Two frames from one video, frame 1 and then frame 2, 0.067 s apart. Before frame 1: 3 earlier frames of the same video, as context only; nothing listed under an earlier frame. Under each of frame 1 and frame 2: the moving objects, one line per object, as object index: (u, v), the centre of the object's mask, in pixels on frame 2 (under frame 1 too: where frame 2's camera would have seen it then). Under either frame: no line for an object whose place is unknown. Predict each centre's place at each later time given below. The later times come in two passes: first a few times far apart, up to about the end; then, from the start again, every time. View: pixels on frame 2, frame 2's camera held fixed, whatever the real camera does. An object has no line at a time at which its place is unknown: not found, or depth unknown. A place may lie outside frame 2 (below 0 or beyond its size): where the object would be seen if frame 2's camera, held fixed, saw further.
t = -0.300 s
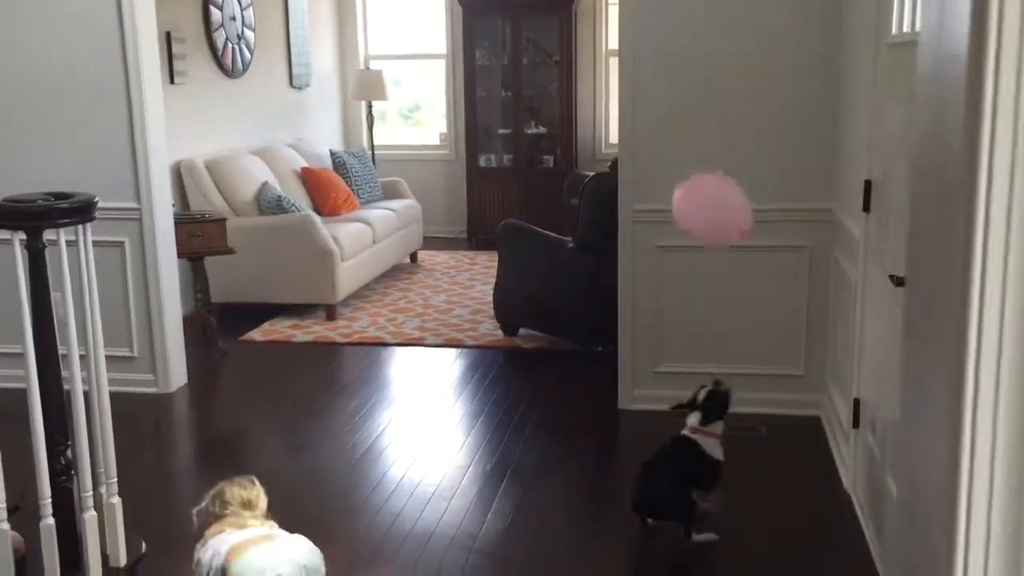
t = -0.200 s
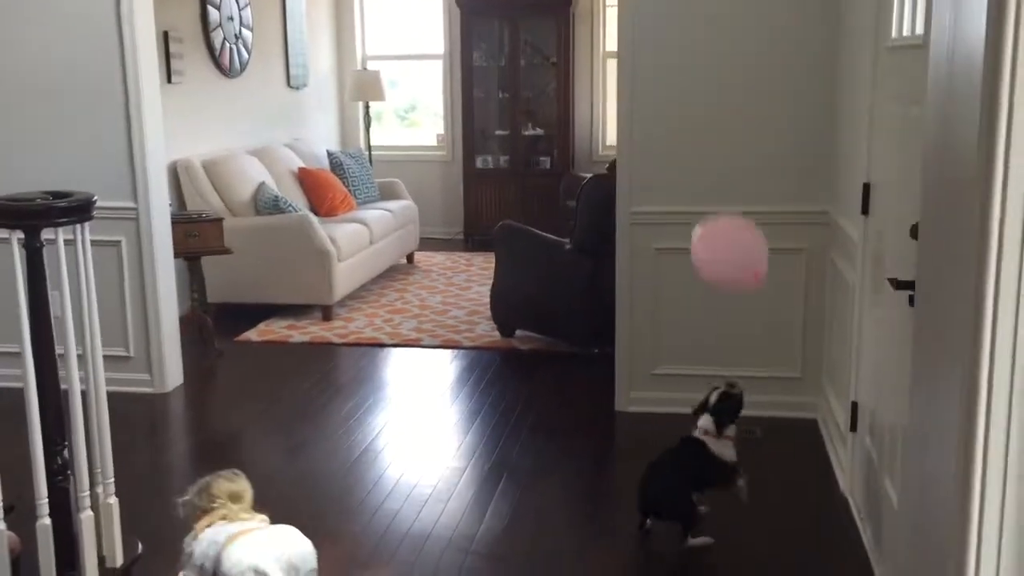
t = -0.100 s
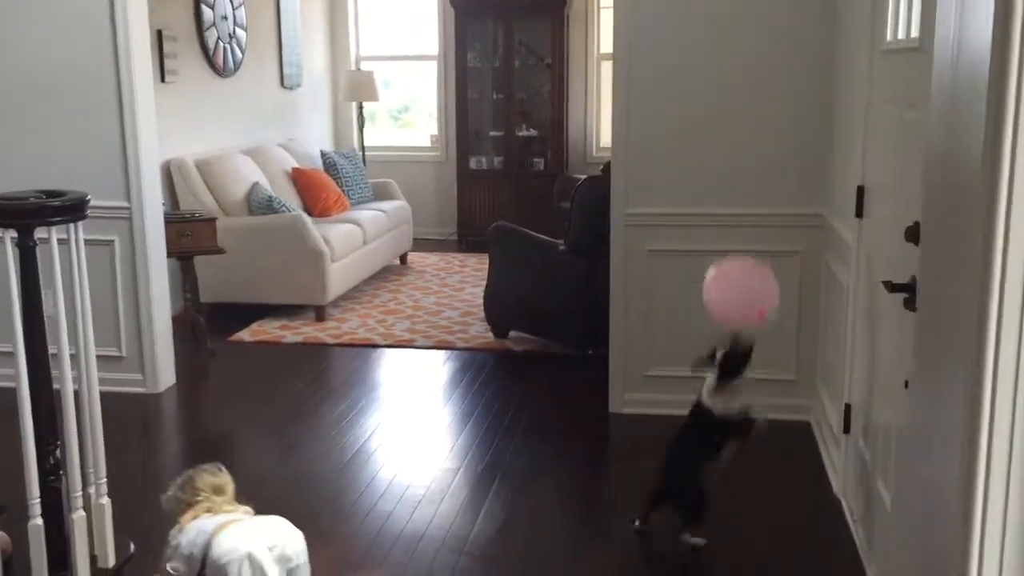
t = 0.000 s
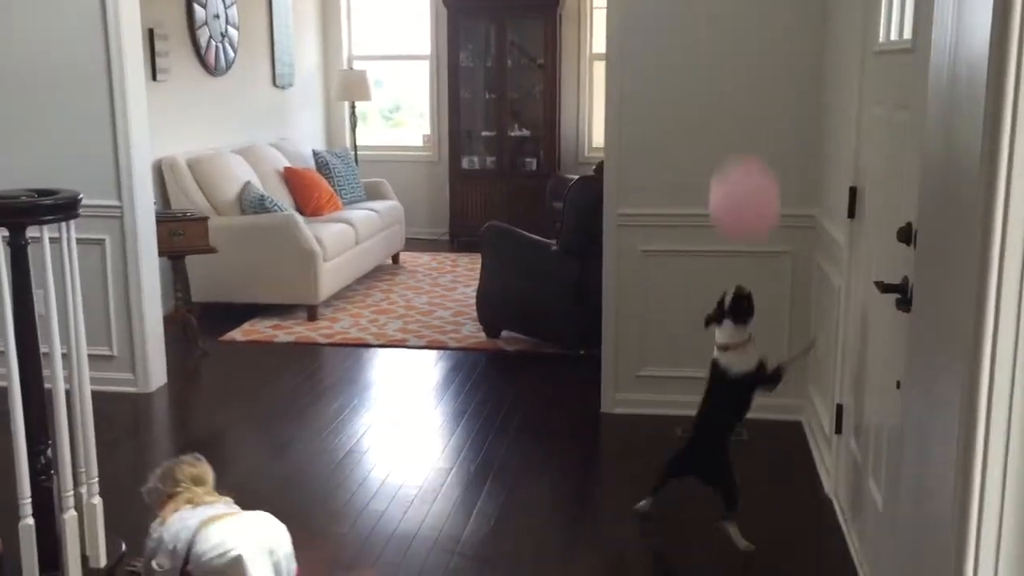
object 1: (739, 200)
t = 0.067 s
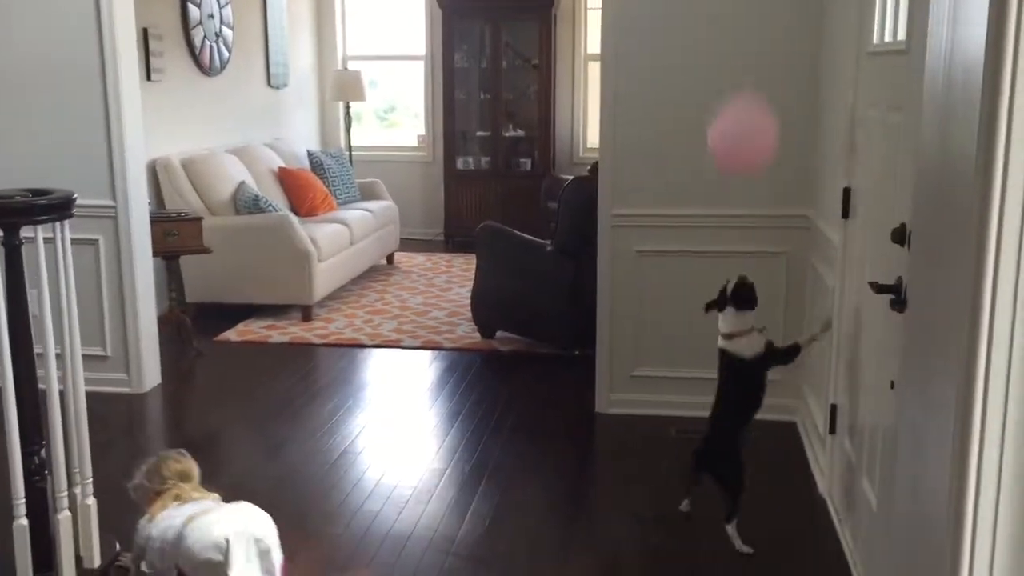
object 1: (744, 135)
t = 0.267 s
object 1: (747, 28)
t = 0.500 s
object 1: (725, 2)
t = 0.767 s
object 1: (689, 7)
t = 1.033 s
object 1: (661, 71)
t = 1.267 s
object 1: (649, 157)
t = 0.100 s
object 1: (745, 106)
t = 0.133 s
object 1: (747, 84)
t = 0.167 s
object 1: (749, 65)
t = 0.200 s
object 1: (749, 49)
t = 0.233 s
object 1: (749, 37)
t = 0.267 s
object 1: (747, 28)
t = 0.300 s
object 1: (744, 22)
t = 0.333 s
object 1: (743, 16)
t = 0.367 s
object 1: (742, 12)
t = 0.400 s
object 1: (739, 10)
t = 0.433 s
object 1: (739, 5)
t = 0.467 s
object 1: (733, 4)
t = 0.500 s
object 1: (725, 2)
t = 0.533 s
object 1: (721, 0)
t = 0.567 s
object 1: (714, -1)
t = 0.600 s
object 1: (711, -2)
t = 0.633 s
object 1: (706, -2)
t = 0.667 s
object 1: (703, -3)
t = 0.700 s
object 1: (699, -3)
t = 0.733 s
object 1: (693, 1)
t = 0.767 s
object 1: (689, 7)
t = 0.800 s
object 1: (684, 11)
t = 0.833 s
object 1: (680, 17)
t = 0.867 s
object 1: (677, 24)
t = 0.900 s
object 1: (673, 31)
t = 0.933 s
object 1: (670, 40)
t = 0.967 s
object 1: (667, 50)
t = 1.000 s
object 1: (664, 60)
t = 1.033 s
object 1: (661, 71)
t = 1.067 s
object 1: (658, 82)
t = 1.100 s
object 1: (656, 93)
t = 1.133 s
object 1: (654, 104)
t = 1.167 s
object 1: (653, 116)
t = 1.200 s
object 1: (651, 130)
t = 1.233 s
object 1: (650, 144)
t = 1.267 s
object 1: (649, 157)
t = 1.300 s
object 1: (648, 173)
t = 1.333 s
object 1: (648, 186)
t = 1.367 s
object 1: (647, 203)
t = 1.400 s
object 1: (648, 218)
